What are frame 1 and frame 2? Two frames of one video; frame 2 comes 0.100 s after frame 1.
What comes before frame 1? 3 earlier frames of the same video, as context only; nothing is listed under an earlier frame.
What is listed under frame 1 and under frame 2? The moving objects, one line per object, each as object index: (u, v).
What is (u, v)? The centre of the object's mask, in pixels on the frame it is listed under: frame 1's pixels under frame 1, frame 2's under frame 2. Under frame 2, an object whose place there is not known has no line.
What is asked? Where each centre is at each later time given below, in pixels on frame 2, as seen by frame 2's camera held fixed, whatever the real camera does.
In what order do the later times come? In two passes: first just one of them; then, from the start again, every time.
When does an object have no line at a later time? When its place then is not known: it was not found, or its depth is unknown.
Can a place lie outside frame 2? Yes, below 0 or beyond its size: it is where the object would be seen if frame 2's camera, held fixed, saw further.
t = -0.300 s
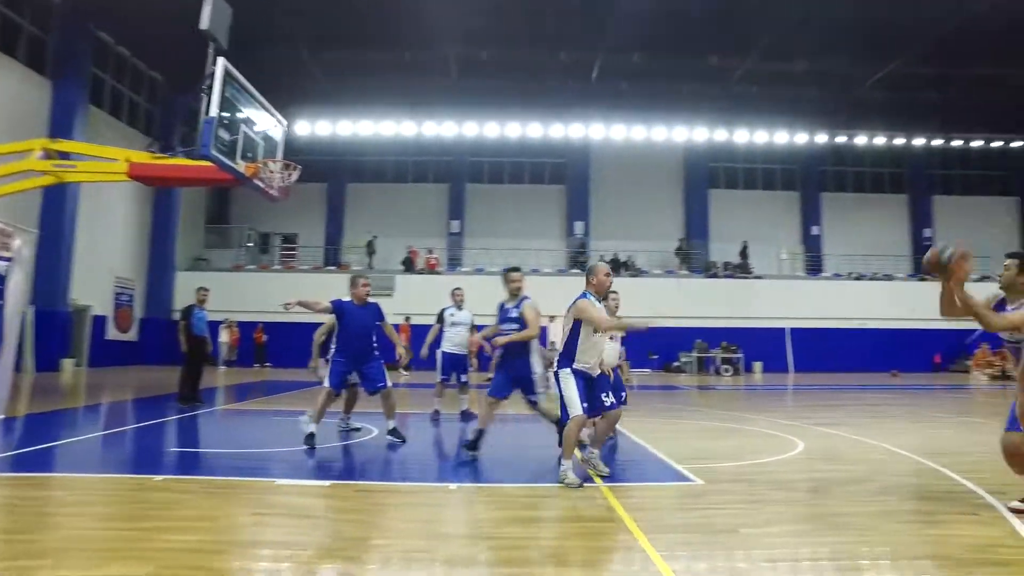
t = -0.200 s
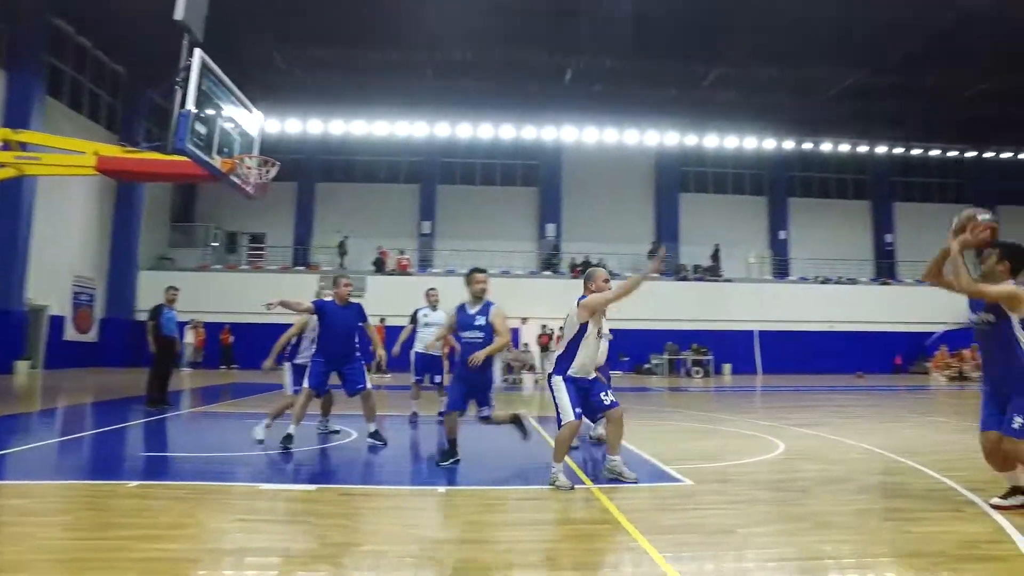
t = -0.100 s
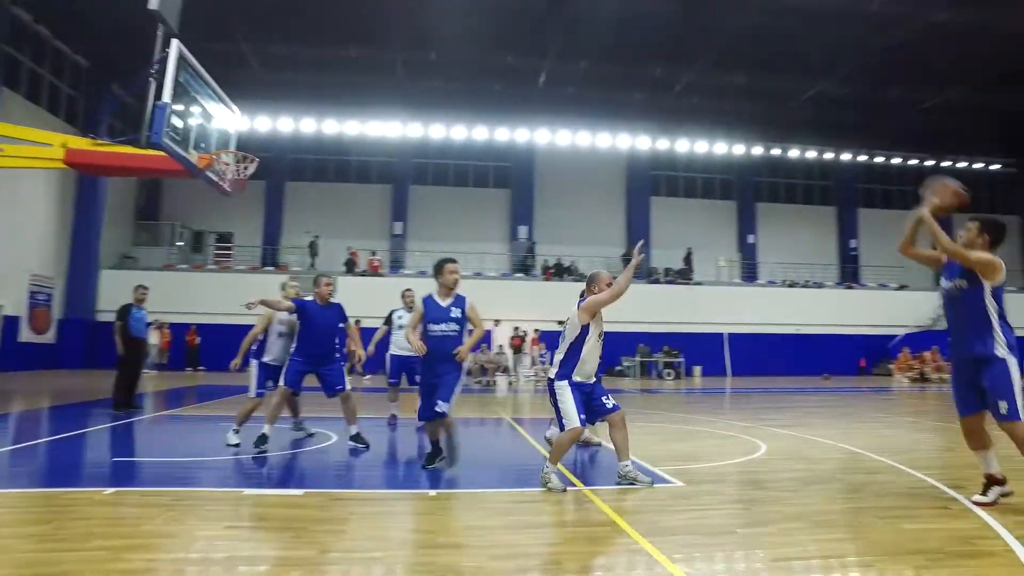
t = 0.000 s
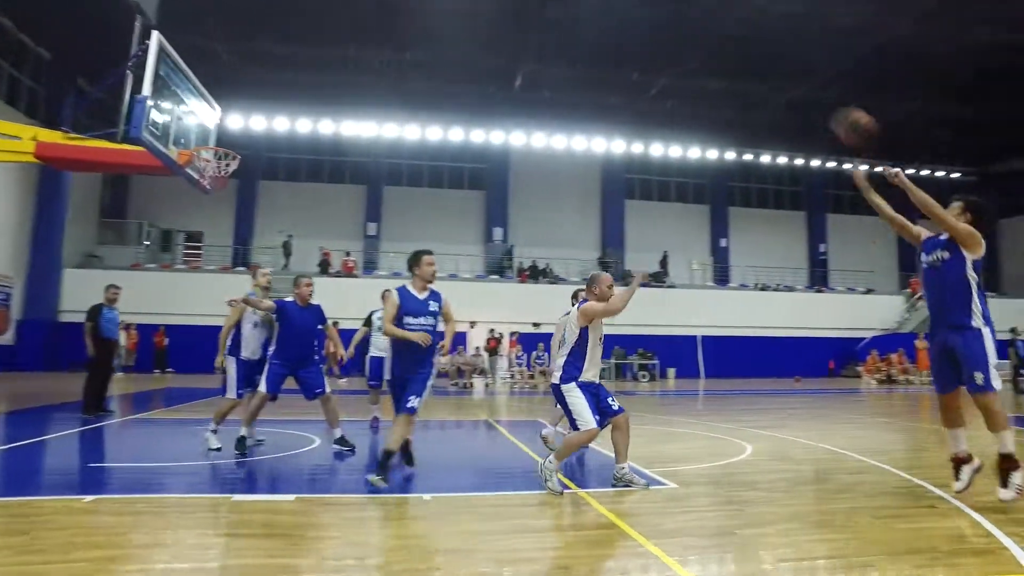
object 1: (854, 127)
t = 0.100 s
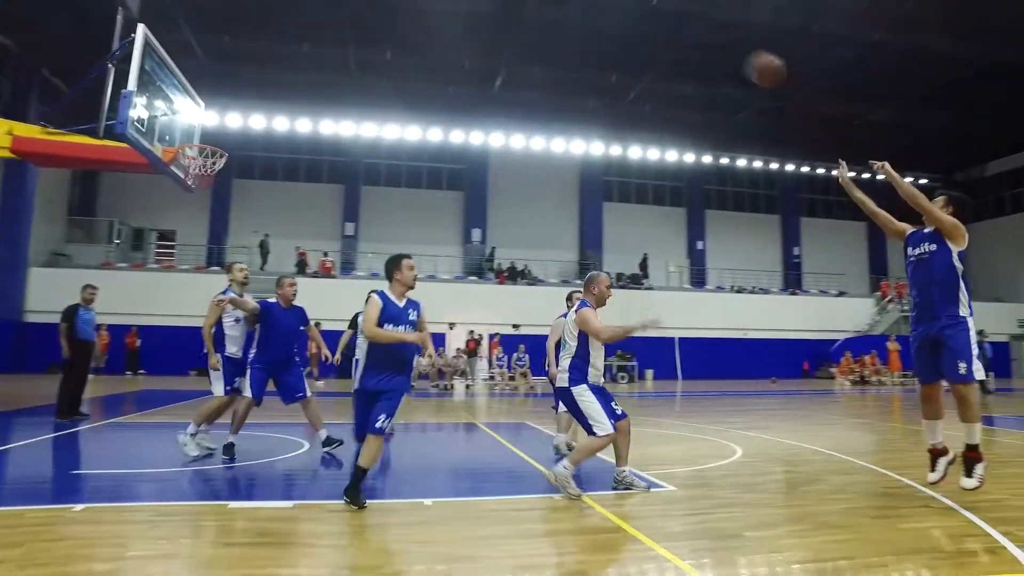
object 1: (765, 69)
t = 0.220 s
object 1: (694, 19)
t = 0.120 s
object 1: (752, 58)
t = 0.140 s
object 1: (740, 50)
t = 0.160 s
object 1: (729, 40)
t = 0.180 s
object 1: (717, 32)
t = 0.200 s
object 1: (707, 25)
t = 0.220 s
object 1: (694, 19)
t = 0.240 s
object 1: (683, 12)
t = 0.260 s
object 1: (673, 6)
